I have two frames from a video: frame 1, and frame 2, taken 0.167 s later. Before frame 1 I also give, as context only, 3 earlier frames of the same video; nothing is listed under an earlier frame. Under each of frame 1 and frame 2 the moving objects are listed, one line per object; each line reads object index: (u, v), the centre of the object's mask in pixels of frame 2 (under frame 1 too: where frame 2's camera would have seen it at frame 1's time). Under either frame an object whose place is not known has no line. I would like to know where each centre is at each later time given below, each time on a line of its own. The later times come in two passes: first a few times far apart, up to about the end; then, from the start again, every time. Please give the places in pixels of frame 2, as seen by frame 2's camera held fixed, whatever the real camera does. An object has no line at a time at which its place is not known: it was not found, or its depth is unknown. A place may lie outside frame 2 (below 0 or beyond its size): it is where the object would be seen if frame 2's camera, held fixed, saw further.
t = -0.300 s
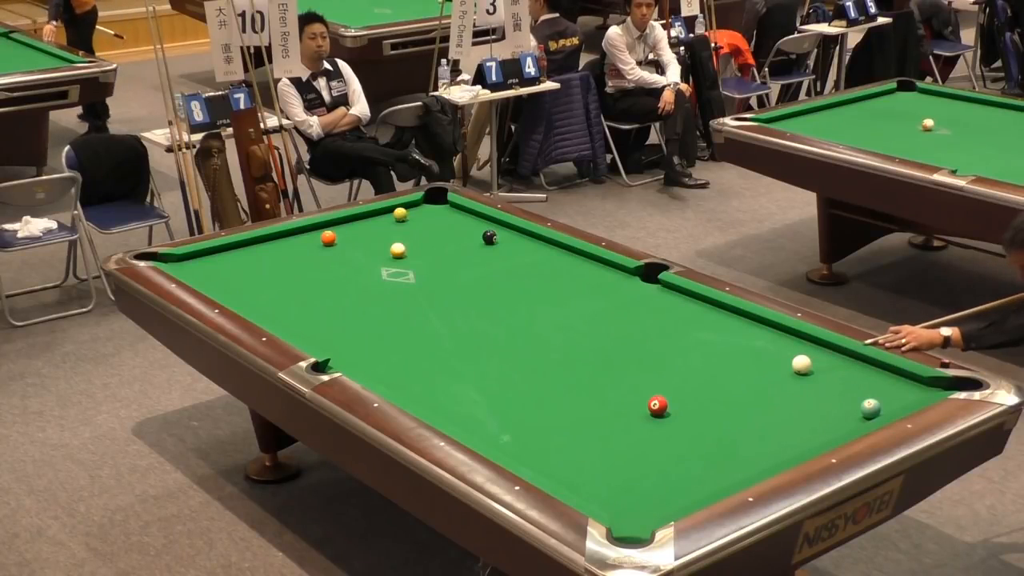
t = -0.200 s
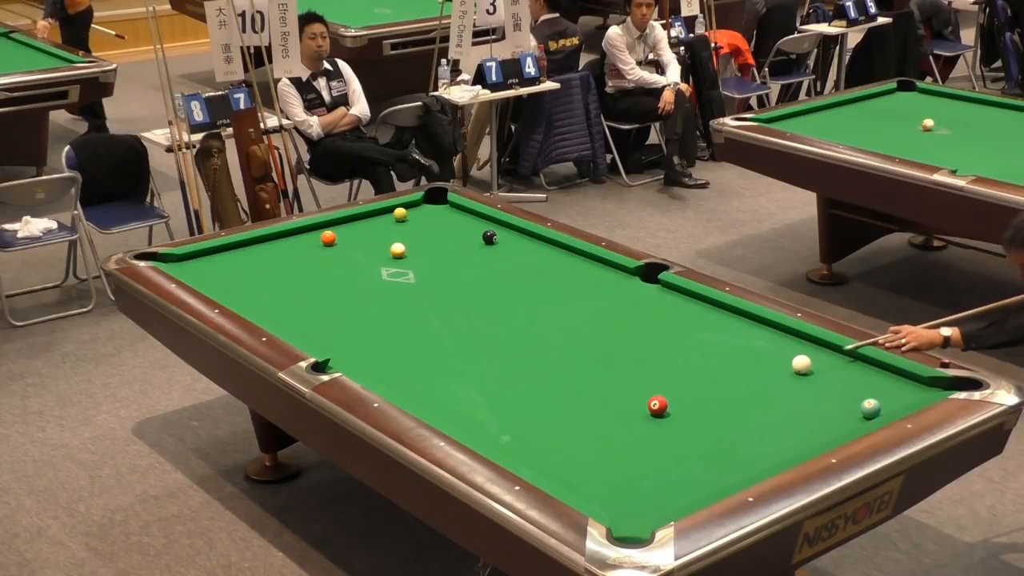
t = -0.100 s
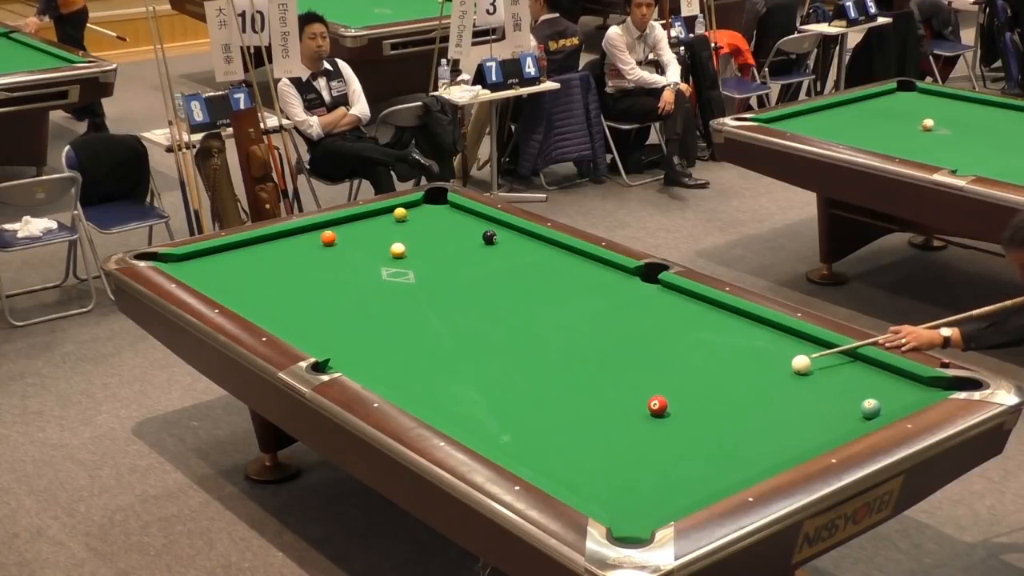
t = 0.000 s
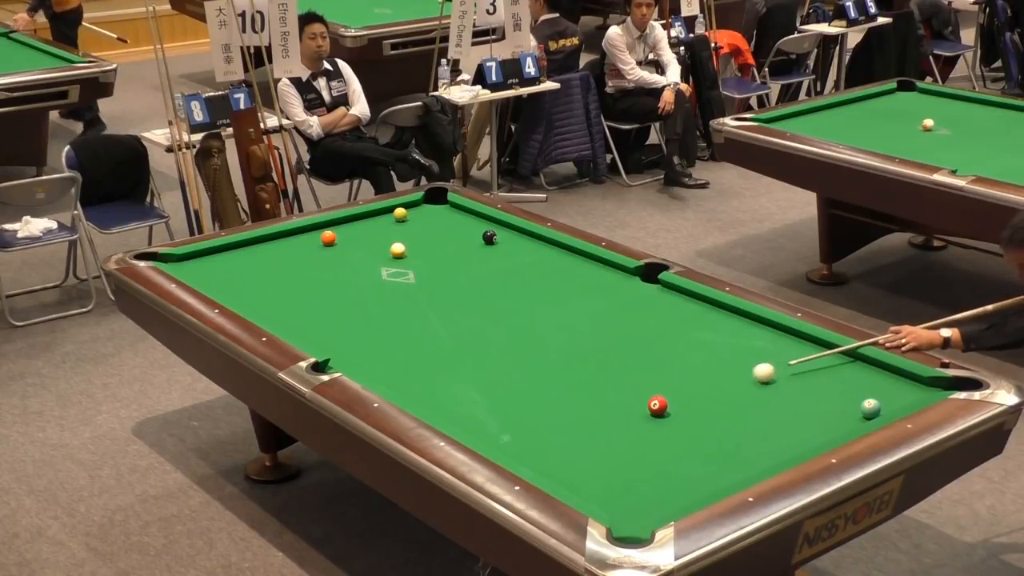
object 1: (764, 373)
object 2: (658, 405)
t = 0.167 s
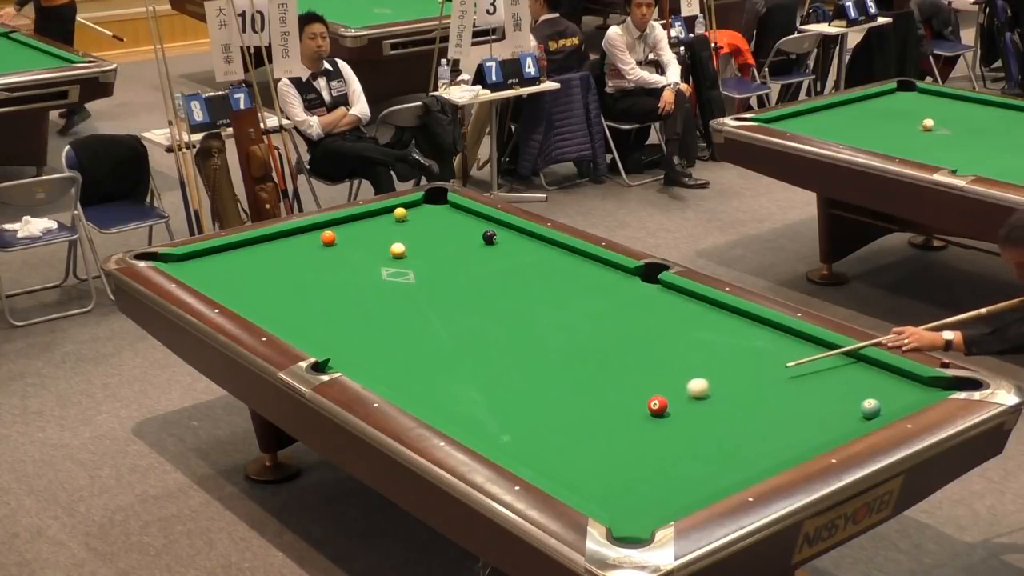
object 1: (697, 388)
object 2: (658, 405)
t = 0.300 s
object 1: (643, 396)
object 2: (657, 409)
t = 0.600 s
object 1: (525, 402)
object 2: (654, 431)
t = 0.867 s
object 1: (426, 404)
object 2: (652, 451)
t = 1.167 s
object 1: (441, 378)
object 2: (649, 474)
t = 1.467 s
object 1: (453, 354)
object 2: (646, 498)
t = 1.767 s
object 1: (464, 332)
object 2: (643, 520)
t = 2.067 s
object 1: (473, 313)
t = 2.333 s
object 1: (480, 298)
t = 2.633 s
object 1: (487, 282)
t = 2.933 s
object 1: (494, 268)
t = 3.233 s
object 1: (500, 256)
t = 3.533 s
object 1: (505, 245)
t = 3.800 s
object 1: (510, 236)
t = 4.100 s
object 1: (509, 229)
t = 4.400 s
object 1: (493, 227)
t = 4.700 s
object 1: (478, 228)
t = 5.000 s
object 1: (466, 229)
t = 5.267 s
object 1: (456, 229)
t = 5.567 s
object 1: (447, 229)
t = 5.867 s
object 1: (440, 229)
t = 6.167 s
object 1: (435, 229)
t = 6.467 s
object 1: (431, 229)
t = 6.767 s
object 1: (430, 230)
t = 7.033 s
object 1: (430, 230)
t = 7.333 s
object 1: (430, 230)
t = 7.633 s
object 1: (430, 230)
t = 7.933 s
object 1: (430, 229)
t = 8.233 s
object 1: (430, 229)
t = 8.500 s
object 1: (430, 229)
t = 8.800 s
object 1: (430, 229)
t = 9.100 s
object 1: (430, 229)
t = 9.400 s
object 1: (430, 229)
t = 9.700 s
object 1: (430, 229)
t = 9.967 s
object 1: (430, 229)
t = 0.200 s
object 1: (684, 391)
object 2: (658, 405)
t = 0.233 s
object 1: (671, 393)
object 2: (657, 405)
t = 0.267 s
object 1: (657, 393)
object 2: (657, 405)
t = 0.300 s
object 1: (643, 396)
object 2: (657, 409)
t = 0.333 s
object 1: (631, 398)
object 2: (657, 411)
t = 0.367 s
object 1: (618, 398)
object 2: (657, 414)
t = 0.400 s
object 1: (605, 399)
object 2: (656, 416)
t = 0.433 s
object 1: (591, 399)
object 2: (656, 419)
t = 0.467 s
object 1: (578, 400)
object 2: (656, 421)
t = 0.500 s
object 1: (565, 400)
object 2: (655, 424)
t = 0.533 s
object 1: (552, 401)
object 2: (655, 426)
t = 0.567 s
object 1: (539, 401)
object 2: (655, 429)
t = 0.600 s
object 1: (525, 402)
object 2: (654, 431)
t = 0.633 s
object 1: (512, 403)
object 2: (654, 433)
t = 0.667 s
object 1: (499, 404)
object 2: (654, 436)
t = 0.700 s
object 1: (486, 404)
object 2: (654, 438)
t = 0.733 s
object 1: (473, 405)
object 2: (653, 441)
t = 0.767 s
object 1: (460, 405)
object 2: (653, 444)
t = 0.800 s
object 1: (447, 406)
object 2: (653, 446)
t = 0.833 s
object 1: (435, 406)
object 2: (652, 449)
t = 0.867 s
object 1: (426, 404)
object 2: (652, 451)
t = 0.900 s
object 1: (429, 402)
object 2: (651, 454)
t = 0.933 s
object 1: (431, 399)
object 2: (651, 456)
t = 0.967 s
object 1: (433, 396)
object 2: (651, 459)
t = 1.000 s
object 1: (434, 393)
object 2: (650, 461)
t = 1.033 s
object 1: (436, 389)
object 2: (650, 464)
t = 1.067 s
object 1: (437, 386)
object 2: (650, 467)
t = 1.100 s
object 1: (439, 383)
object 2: (650, 469)
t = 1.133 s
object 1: (440, 381)
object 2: (649, 472)
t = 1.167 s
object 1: (441, 378)
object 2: (649, 474)
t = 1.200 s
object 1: (443, 375)
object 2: (648, 477)
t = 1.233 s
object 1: (444, 372)
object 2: (648, 479)
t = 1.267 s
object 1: (445, 369)
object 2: (648, 482)
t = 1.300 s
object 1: (447, 367)
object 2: (648, 485)
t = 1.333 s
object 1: (448, 364)
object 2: (647, 487)
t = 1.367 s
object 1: (450, 361)
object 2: (647, 490)
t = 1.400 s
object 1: (451, 359)
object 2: (647, 492)
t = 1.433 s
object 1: (452, 356)
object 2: (646, 495)
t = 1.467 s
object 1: (453, 354)
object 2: (646, 498)
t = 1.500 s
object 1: (454, 351)
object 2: (645, 500)
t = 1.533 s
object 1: (456, 349)
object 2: (645, 502)
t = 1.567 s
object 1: (457, 346)
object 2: (645, 505)
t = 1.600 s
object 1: (458, 344)
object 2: (645, 508)
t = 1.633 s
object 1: (459, 341)
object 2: (644, 510)
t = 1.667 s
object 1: (460, 339)
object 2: (644, 512)
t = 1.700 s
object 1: (461, 337)
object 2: (644, 515)
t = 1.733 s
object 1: (463, 334)
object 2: (643, 518)
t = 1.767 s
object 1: (464, 332)
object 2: (643, 520)
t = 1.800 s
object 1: (465, 330)
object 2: (643, 523)
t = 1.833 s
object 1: (466, 328)
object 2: (642, 524)
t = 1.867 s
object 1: (467, 326)
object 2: (641, 527)
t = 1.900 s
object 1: (468, 323)
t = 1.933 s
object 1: (469, 321)
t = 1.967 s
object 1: (470, 319)
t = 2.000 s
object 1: (471, 317)
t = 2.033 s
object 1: (472, 315)
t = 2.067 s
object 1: (473, 313)
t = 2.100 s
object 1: (474, 311)
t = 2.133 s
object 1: (475, 309)
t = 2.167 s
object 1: (475, 307)
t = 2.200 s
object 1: (476, 305)
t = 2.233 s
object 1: (477, 303)
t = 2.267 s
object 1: (478, 302)
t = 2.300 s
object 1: (479, 300)
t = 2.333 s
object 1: (480, 298)
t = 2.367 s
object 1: (481, 296)
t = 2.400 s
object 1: (481, 294)
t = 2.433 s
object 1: (482, 293)
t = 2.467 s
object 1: (483, 291)
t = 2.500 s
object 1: (484, 289)
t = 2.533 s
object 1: (485, 287)
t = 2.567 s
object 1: (485, 286)
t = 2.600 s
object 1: (486, 284)
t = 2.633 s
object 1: (487, 282)
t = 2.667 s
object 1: (488, 281)
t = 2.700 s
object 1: (489, 279)
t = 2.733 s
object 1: (489, 277)
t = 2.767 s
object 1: (490, 276)
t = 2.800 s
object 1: (491, 274)
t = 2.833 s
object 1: (492, 273)
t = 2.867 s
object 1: (492, 271)
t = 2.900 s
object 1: (493, 270)
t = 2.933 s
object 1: (494, 268)
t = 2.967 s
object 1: (494, 267)
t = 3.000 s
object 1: (495, 265)
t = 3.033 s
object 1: (496, 264)
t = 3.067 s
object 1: (496, 263)
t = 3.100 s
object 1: (497, 261)
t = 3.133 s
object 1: (498, 260)
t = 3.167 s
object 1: (498, 259)
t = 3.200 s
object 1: (499, 257)
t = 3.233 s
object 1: (500, 256)
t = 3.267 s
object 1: (500, 255)
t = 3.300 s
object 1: (501, 253)
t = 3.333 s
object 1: (501, 252)
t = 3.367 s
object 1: (502, 251)
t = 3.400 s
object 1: (503, 250)
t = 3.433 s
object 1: (503, 249)
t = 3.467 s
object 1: (504, 247)
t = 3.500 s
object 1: (505, 246)
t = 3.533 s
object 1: (505, 245)
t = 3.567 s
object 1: (506, 244)
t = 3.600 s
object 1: (506, 242)
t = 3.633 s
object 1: (507, 241)
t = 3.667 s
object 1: (507, 240)
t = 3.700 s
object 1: (508, 239)
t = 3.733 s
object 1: (509, 238)
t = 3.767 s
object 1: (509, 237)
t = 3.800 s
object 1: (510, 236)
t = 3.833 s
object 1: (510, 235)
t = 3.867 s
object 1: (511, 234)
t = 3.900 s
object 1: (511, 233)
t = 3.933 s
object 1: (512, 232)
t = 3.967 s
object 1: (513, 231)
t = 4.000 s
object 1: (513, 230)
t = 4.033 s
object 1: (512, 229)
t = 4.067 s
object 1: (511, 229)
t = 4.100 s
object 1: (509, 229)
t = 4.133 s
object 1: (507, 229)
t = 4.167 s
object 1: (505, 229)
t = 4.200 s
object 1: (504, 229)
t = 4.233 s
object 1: (501, 229)
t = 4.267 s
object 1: (500, 228)
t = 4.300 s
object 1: (498, 228)
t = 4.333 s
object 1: (497, 228)
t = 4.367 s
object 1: (495, 228)
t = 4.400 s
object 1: (493, 227)
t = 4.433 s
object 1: (492, 227)
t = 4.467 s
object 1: (489, 226)
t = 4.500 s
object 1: (487, 226)
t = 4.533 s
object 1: (485, 227)
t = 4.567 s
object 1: (483, 227)
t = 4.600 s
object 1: (482, 227)
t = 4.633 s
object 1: (480, 228)
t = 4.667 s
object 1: (479, 228)
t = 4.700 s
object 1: (478, 228)
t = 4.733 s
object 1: (477, 228)
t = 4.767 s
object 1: (475, 228)
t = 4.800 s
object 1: (474, 228)
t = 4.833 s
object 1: (472, 229)
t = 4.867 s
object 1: (471, 229)
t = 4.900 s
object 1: (470, 228)
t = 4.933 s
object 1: (469, 229)
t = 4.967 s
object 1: (467, 229)
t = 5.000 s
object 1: (466, 229)
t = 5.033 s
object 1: (464, 229)
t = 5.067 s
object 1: (463, 229)
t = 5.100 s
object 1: (462, 229)
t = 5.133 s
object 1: (461, 229)
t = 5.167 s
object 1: (459, 229)
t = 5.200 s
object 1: (458, 229)
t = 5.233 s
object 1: (457, 229)
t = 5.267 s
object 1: (456, 229)
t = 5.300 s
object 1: (455, 229)
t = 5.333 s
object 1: (454, 229)
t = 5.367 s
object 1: (453, 229)
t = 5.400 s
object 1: (452, 229)
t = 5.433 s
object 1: (451, 229)
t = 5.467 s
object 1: (450, 229)
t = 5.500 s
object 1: (449, 229)
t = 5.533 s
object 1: (448, 229)
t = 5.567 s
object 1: (447, 229)
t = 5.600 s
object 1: (446, 229)
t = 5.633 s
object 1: (445, 229)
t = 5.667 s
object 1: (444, 229)
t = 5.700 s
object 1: (443, 229)
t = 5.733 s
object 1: (443, 229)
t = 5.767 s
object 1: (442, 229)
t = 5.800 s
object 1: (441, 229)
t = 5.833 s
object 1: (440, 229)
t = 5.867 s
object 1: (440, 229)
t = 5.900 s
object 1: (439, 229)
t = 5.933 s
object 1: (439, 229)
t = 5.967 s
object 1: (438, 229)
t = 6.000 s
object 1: (437, 229)
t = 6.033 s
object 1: (437, 229)
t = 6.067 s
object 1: (436, 229)
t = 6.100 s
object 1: (436, 229)
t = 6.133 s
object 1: (435, 229)
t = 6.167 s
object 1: (435, 229)
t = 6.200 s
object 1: (434, 229)
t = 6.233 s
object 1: (434, 229)
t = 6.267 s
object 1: (433, 229)
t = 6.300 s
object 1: (433, 229)
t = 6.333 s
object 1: (433, 229)
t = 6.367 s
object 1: (432, 229)
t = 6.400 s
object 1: (432, 229)
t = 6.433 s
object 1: (432, 229)
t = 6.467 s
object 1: (431, 229)
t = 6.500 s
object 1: (431, 229)
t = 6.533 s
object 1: (431, 230)
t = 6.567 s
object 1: (431, 229)
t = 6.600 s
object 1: (431, 229)
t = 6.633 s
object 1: (430, 229)
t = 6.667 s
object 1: (430, 230)
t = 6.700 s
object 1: (430, 230)
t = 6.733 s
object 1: (430, 230)
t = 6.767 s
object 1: (430, 230)
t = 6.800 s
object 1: (430, 230)
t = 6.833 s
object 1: (430, 230)
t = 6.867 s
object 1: (430, 230)
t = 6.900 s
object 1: (430, 230)
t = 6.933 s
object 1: (430, 230)
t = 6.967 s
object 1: (430, 230)
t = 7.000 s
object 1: (430, 230)
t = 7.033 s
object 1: (430, 230)
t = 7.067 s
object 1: (430, 230)
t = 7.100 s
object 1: (430, 230)
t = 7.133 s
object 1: (430, 230)
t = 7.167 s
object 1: (430, 230)
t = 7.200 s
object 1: (430, 230)
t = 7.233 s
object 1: (430, 230)
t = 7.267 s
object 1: (430, 230)
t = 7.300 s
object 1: (430, 230)
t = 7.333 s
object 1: (430, 230)
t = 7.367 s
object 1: (430, 230)
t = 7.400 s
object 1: (430, 230)
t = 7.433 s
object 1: (430, 230)
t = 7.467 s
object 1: (430, 230)
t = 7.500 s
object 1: (430, 230)
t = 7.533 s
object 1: (430, 230)
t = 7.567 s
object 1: (430, 230)
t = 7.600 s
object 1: (430, 230)
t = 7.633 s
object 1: (430, 230)
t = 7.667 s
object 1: (430, 230)
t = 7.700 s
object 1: (430, 230)
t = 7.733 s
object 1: (430, 229)
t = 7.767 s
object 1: (430, 229)
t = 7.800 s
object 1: (430, 229)
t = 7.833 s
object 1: (430, 229)
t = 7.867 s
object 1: (430, 229)
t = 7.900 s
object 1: (430, 229)
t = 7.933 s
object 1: (430, 229)
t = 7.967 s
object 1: (430, 229)
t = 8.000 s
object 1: (430, 229)
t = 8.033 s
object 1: (430, 229)
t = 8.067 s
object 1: (430, 229)
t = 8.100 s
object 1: (430, 229)
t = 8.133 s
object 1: (430, 229)
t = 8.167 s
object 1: (430, 229)
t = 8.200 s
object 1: (430, 229)
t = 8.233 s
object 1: (430, 229)
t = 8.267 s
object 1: (430, 229)
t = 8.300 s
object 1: (430, 229)
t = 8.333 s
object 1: (430, 229)
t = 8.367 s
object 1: (430, 229)
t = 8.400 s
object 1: (430, 229)
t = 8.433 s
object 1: (430, 229)
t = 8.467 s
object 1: (430, 229)
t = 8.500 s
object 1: (430, 229)
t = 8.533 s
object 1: (430, 229)
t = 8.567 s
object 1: (430, 229)
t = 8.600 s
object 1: (430, 229)
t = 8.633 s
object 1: (430, 229)
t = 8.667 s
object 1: (430, 229)
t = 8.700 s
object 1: (430, 229)
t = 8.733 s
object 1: (430, 229)
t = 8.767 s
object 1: (430, 229)
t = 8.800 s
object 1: (430, 229)
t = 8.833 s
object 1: (430, 229)
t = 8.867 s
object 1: (430, 229)
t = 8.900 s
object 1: (430, 229)
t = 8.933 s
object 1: (430, 229)
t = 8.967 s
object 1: (430, 229)
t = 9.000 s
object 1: (430, 229)
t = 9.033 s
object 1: (430, 229)
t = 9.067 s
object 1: (430, 229)
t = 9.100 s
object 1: (430, 229)
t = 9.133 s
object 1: (430, 229)
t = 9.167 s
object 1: (430, 229)
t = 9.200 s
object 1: (430, 229)
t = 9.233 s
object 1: (430, 229)
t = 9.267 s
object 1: (430, 229)
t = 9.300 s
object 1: (430, 229)
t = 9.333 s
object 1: (430, 229)
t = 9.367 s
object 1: (430, 229)
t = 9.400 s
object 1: (430, 229)
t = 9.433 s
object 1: (430, 229)
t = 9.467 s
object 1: (430, 229)
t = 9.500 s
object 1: (430, 229)
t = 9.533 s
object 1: (430, 229)
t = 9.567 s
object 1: (430, 229)
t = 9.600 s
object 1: (430, 229)
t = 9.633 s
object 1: (430, 229)
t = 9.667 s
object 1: (430, 229)
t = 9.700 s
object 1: (430, 229)
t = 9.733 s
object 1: (430, 229)
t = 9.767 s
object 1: (430, 229)
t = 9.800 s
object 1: (430, 229)
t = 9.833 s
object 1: (430, 229)
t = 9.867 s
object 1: (430, 229)
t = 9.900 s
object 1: (430, 229)
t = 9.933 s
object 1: (430, 229)
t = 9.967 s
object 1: (430, 229)
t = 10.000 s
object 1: (430, 229)
